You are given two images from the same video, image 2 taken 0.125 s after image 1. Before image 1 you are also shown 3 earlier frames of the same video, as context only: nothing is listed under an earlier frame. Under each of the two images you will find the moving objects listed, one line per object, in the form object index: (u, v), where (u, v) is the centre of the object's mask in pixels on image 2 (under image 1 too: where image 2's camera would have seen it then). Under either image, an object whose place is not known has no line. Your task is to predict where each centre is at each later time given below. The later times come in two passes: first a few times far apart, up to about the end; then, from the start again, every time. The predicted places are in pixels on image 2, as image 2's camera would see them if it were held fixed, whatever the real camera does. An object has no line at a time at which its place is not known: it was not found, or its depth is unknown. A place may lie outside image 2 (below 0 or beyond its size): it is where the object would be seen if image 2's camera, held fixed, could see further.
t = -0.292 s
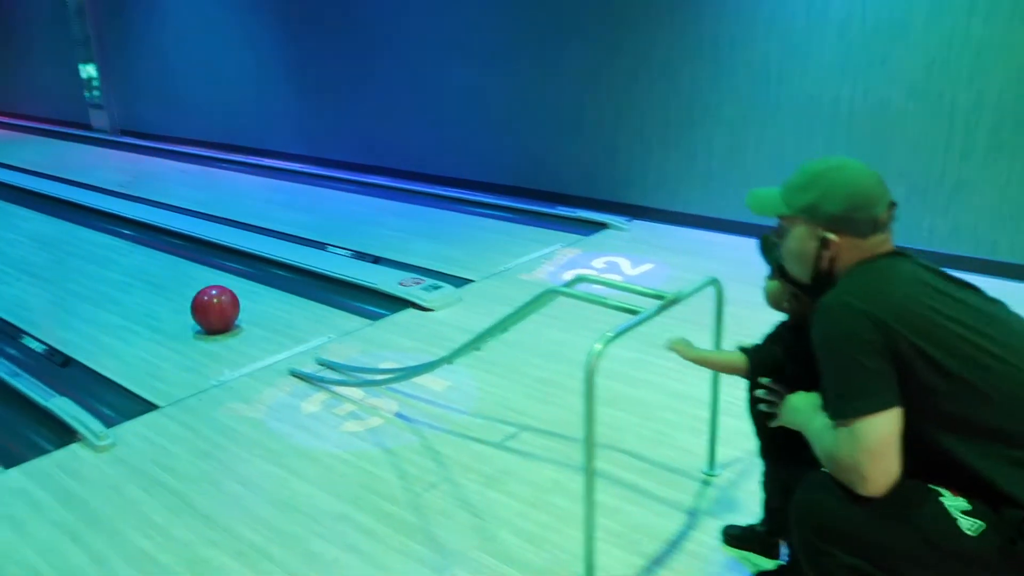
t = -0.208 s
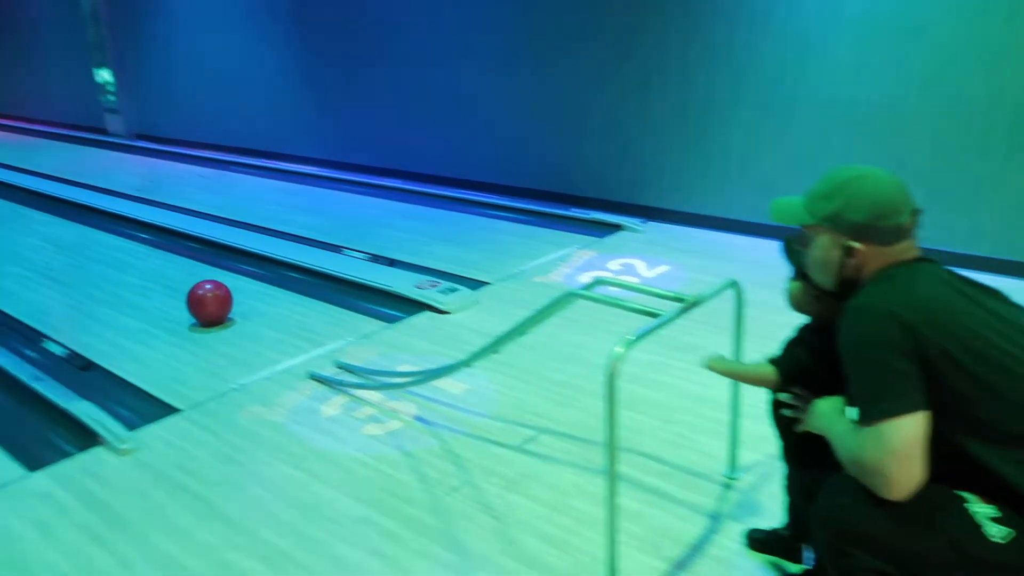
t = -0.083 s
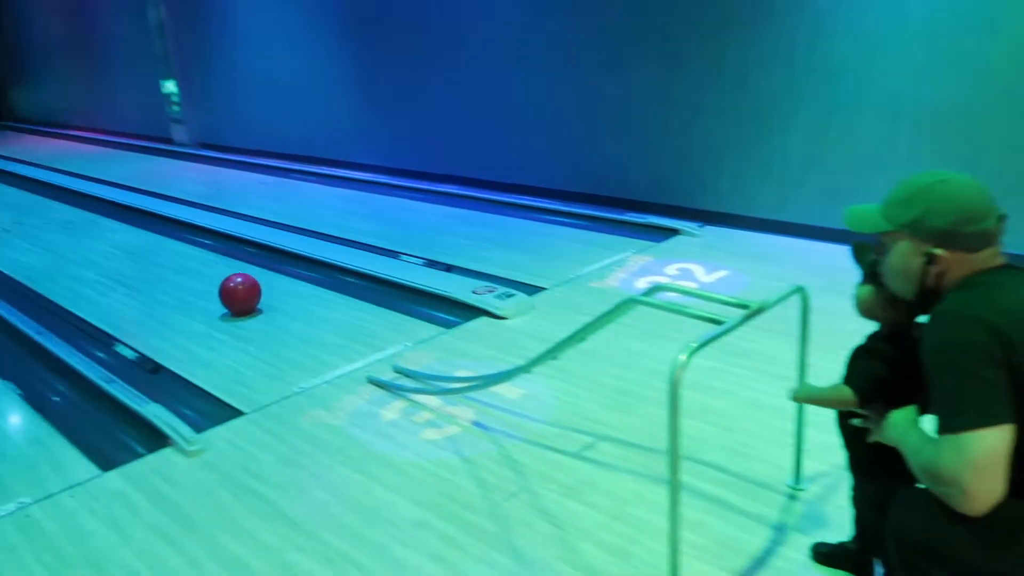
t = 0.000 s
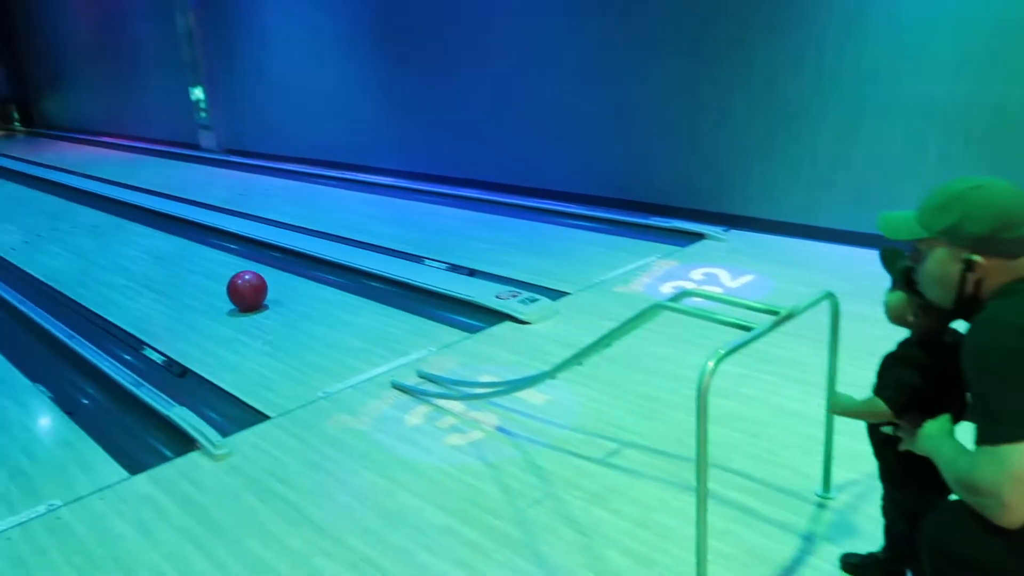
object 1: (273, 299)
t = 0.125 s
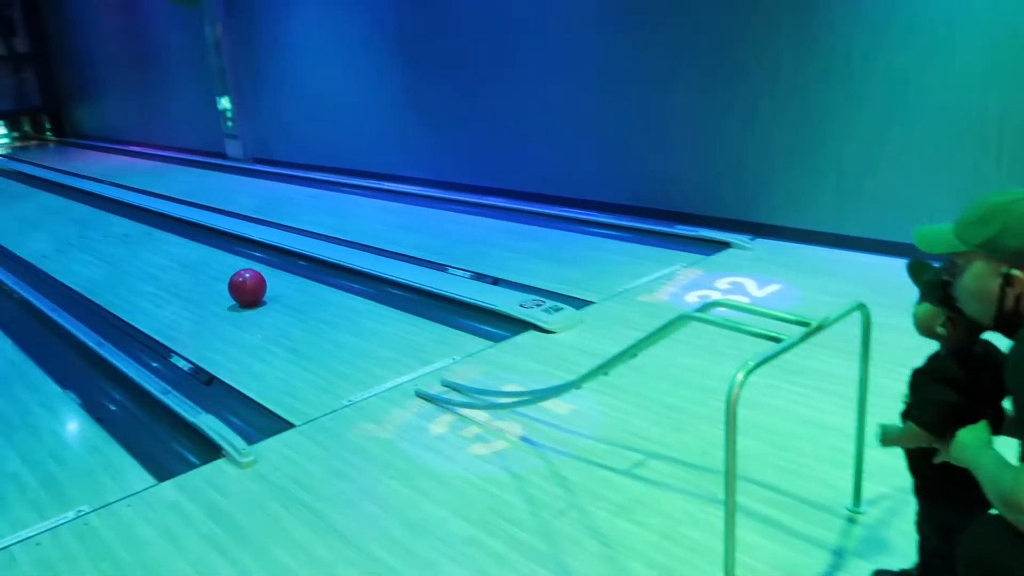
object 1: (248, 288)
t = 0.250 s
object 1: (224, 278)
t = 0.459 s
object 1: (192, 264)
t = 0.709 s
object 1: (158, 249)
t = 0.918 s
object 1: (134, 239)
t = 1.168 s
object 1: (110, 228)
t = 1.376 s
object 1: (92, 220)
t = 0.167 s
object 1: (240, 284)
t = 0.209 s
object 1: (232, 281)
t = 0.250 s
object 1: (224, 278)
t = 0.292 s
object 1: (218, 275)
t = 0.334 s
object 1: (211, 272)
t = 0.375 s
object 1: (205, 269)
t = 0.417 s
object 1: (198, 266)
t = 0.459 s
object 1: (192, 264)
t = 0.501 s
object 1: (186, 261)
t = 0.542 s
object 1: (180, 258)
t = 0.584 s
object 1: (174, 256)
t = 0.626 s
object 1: (168, 254)
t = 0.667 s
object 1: (163, 251)
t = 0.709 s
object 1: (158, 249)
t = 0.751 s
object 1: (153, 247)
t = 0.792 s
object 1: (148, 245)
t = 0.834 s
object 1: (144, 242)
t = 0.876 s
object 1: (139, 241)
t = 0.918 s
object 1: (134, 239)
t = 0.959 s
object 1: (130, 237)
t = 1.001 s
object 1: (126, 235)
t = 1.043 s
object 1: (121, 233)
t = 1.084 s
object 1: (118, 231)
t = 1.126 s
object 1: (114, 230)
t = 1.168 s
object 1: (110, 228)
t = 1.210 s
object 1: (106, 226)
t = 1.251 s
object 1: (102, 224)
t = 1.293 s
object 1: (99, 223)
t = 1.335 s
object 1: (95, 221)
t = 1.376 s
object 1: (92, 220)
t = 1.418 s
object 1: (88, 218)
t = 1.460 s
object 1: (85, 217)
